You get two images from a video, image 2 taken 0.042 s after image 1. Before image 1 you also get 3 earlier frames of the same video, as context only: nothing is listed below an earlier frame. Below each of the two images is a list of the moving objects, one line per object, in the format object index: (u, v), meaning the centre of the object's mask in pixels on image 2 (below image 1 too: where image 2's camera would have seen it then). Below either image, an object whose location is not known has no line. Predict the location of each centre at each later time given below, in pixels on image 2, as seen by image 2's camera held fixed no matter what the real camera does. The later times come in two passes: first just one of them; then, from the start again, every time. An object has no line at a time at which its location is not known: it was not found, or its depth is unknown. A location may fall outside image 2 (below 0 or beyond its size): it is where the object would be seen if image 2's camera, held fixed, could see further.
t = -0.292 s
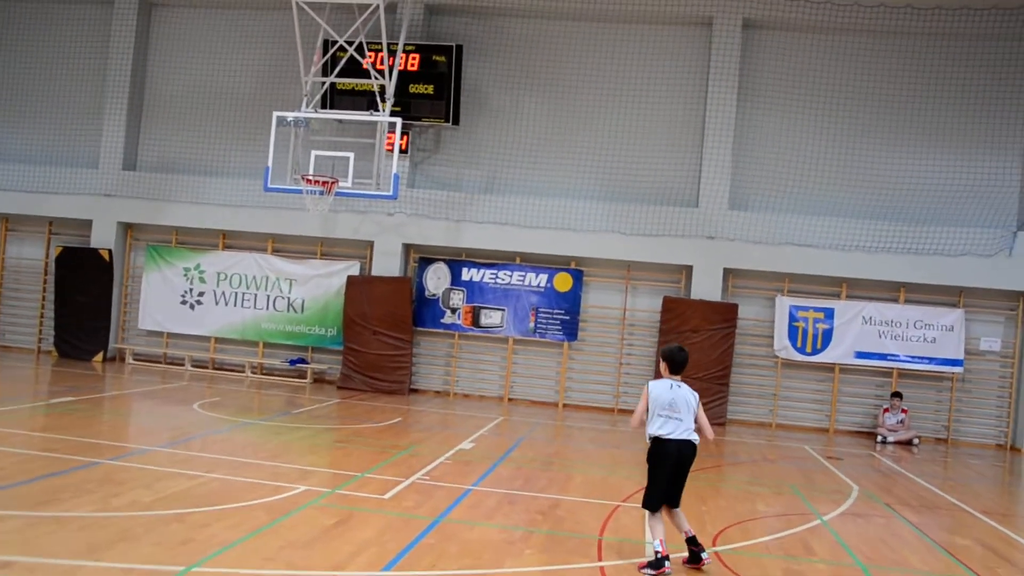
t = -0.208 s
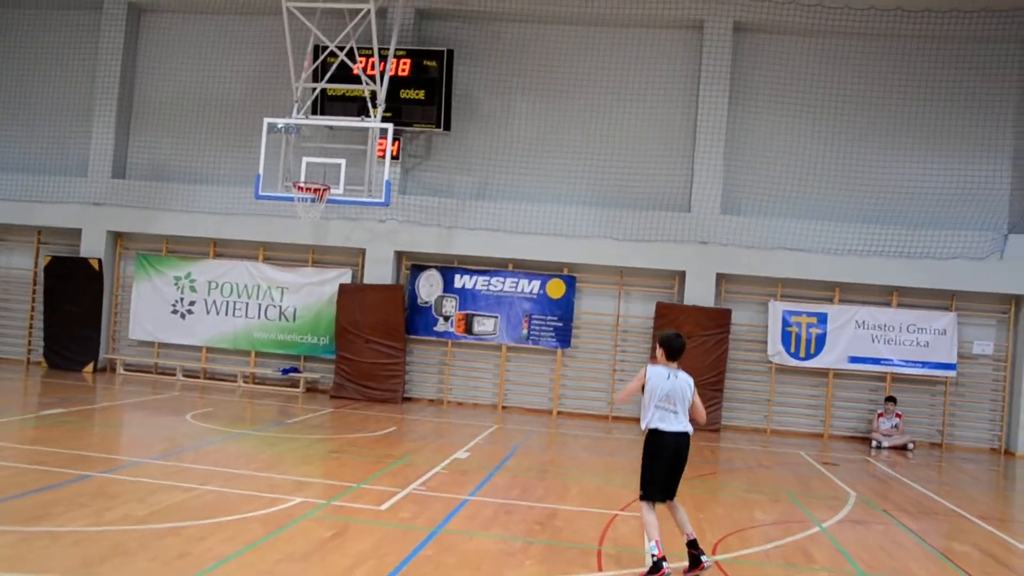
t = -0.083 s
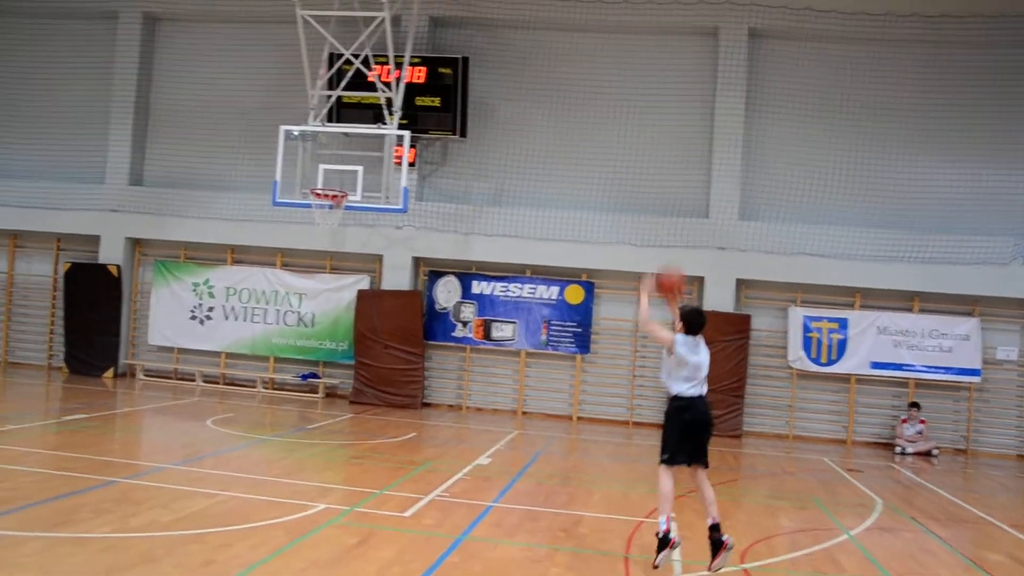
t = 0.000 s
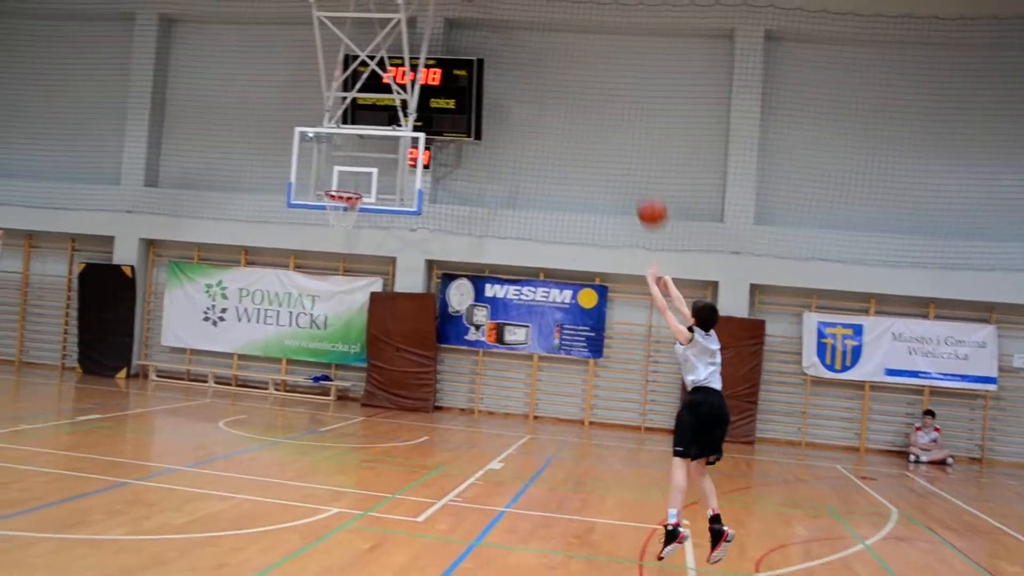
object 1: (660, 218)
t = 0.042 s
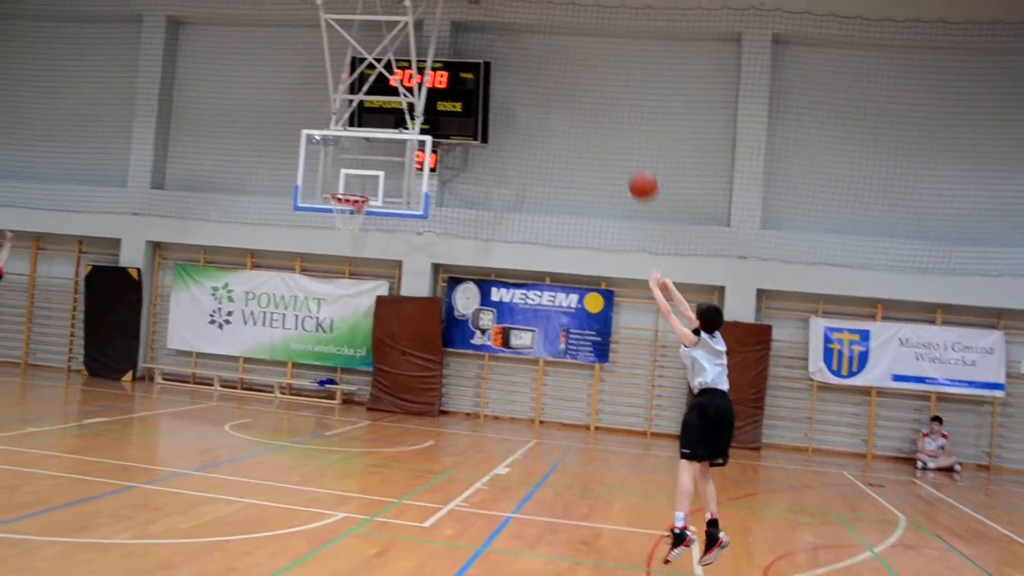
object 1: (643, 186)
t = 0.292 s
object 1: (566, 70)
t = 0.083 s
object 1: (628, 159)
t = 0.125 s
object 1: (614, 136)
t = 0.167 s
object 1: (600, 115)
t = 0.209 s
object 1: (589, 98)
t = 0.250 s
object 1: (577, 82)
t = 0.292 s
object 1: (566, 70)
